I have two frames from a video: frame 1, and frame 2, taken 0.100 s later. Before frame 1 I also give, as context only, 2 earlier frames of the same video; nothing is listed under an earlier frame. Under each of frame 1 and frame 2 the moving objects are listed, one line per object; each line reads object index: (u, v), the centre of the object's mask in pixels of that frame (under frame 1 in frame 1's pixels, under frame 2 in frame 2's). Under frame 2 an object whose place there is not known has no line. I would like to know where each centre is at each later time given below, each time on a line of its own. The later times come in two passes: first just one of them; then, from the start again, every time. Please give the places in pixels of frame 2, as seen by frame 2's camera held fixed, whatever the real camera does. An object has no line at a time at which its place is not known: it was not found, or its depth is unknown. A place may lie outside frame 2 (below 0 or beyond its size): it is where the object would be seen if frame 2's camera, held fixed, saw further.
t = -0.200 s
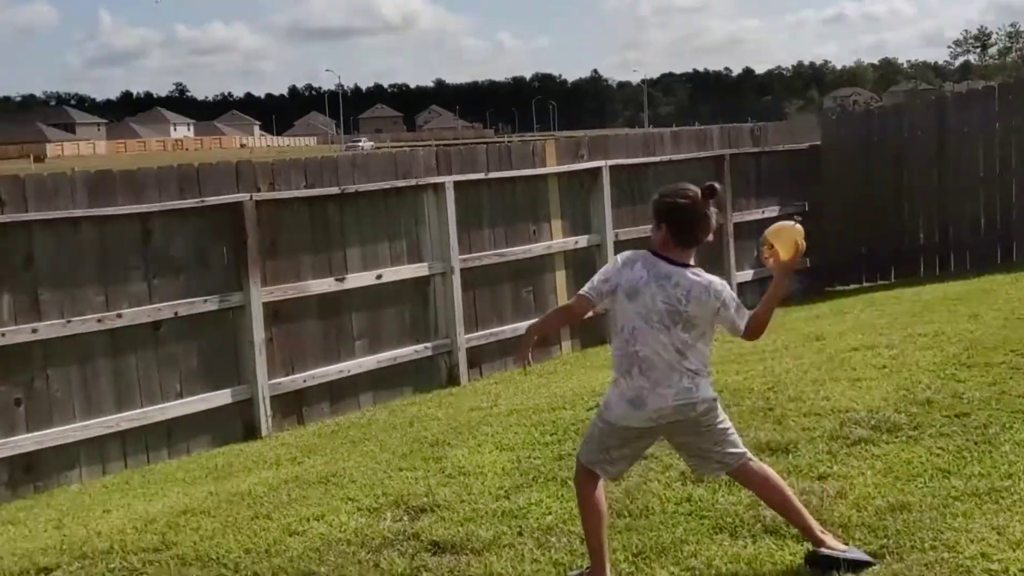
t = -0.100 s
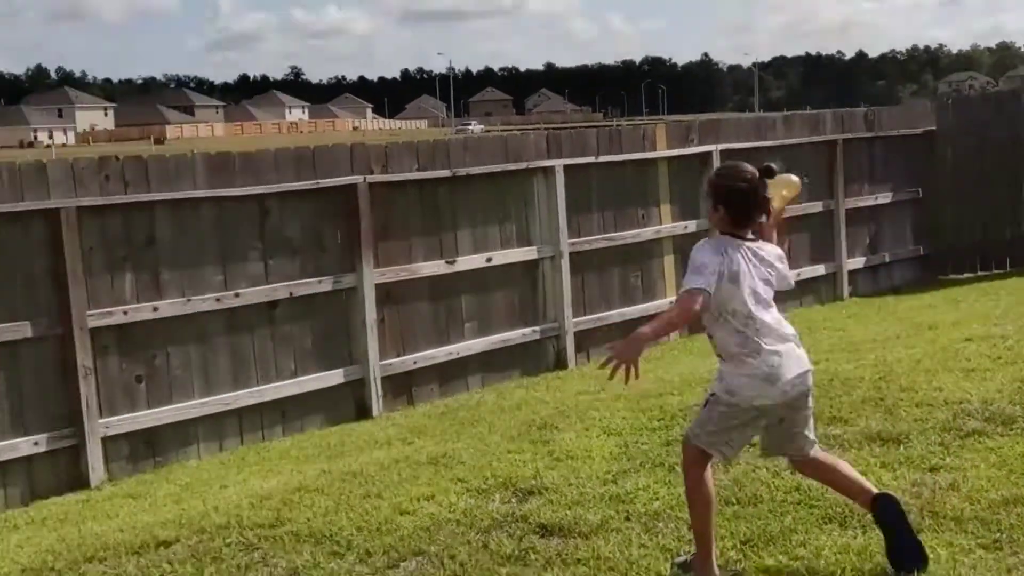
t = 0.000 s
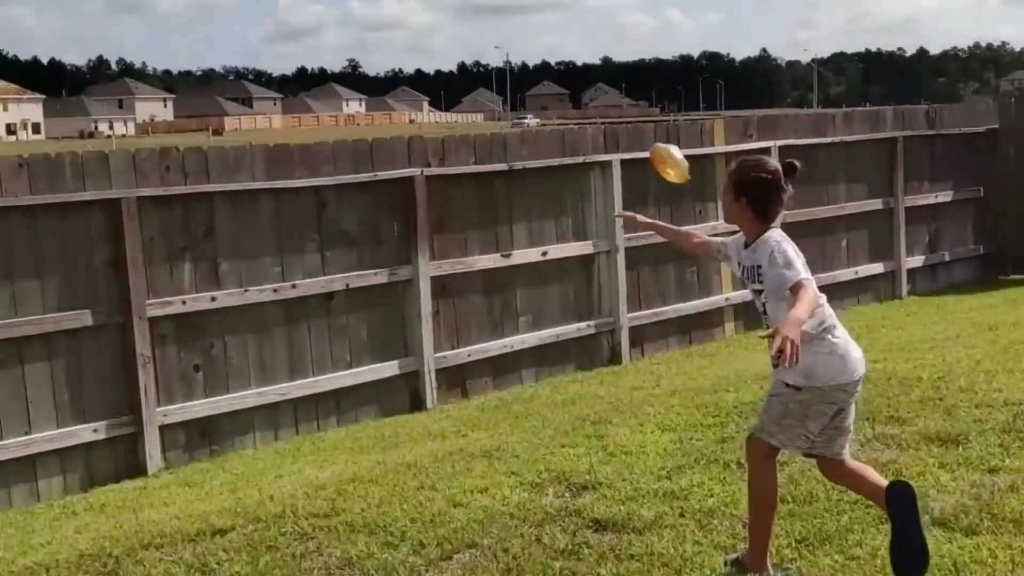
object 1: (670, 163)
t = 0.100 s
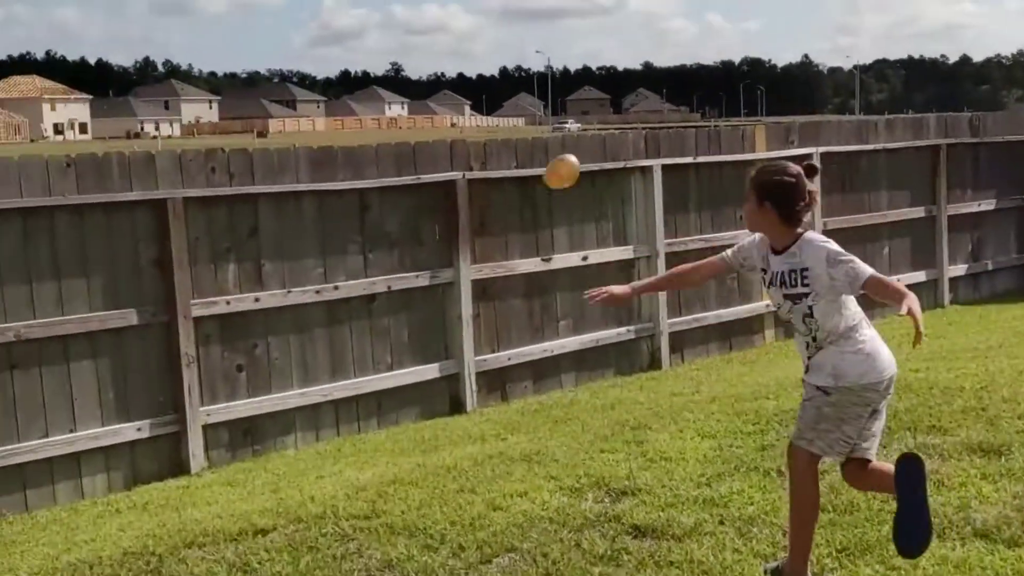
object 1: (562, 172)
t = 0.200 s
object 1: (433, 197)
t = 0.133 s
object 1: (518, 177)
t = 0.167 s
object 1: (475, 186)
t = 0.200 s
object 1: (433, 197)
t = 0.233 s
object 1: (393, 210)
